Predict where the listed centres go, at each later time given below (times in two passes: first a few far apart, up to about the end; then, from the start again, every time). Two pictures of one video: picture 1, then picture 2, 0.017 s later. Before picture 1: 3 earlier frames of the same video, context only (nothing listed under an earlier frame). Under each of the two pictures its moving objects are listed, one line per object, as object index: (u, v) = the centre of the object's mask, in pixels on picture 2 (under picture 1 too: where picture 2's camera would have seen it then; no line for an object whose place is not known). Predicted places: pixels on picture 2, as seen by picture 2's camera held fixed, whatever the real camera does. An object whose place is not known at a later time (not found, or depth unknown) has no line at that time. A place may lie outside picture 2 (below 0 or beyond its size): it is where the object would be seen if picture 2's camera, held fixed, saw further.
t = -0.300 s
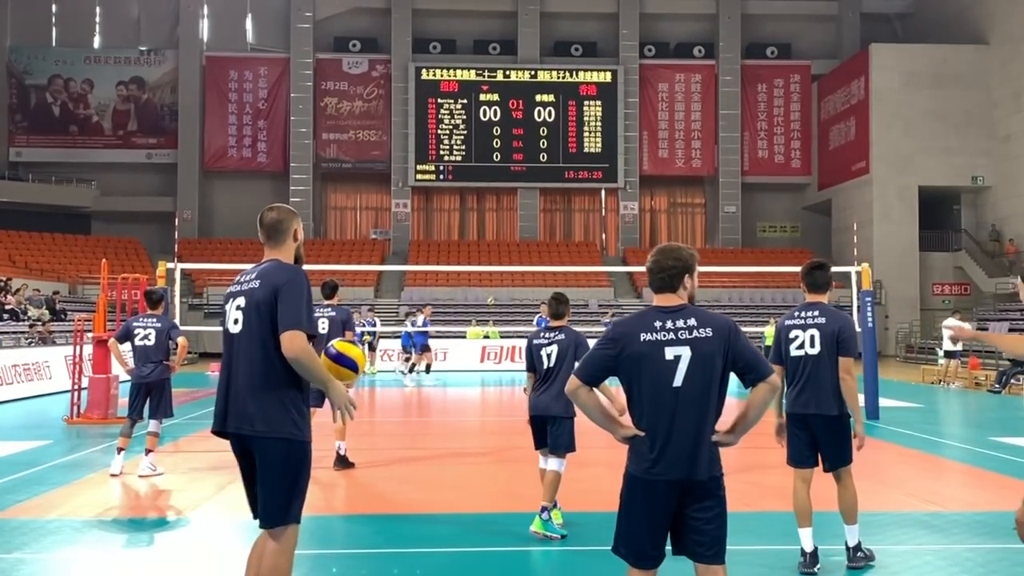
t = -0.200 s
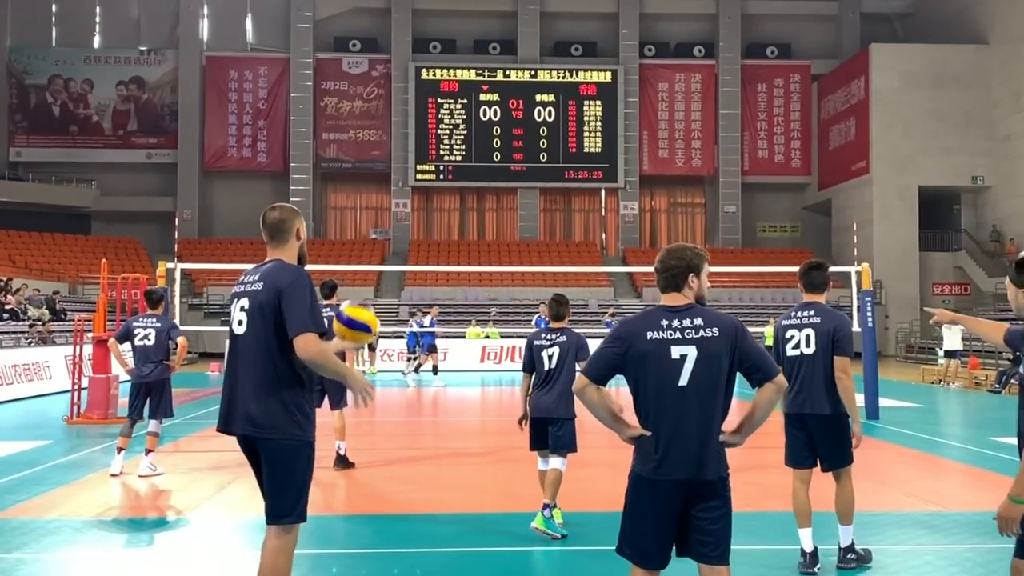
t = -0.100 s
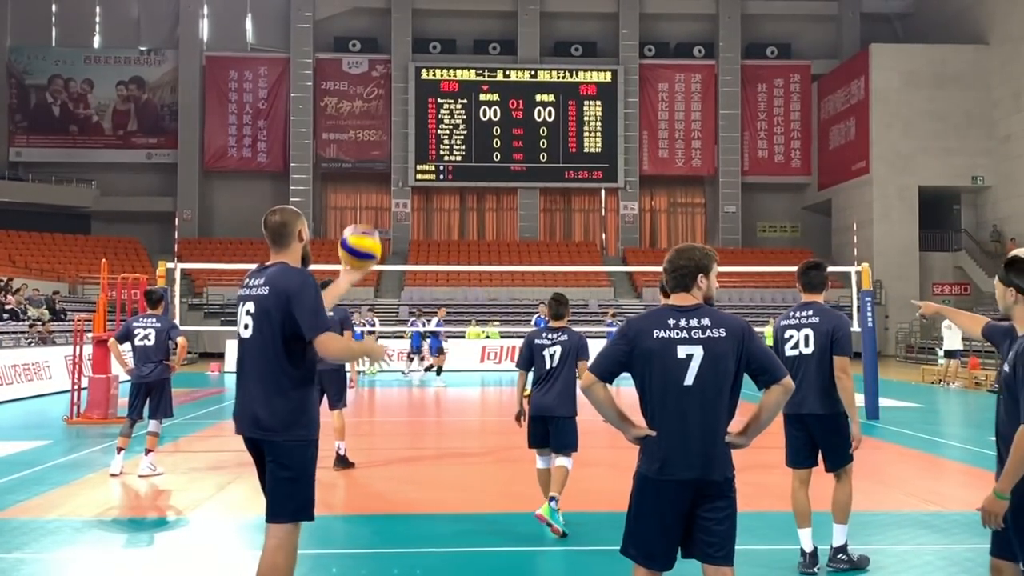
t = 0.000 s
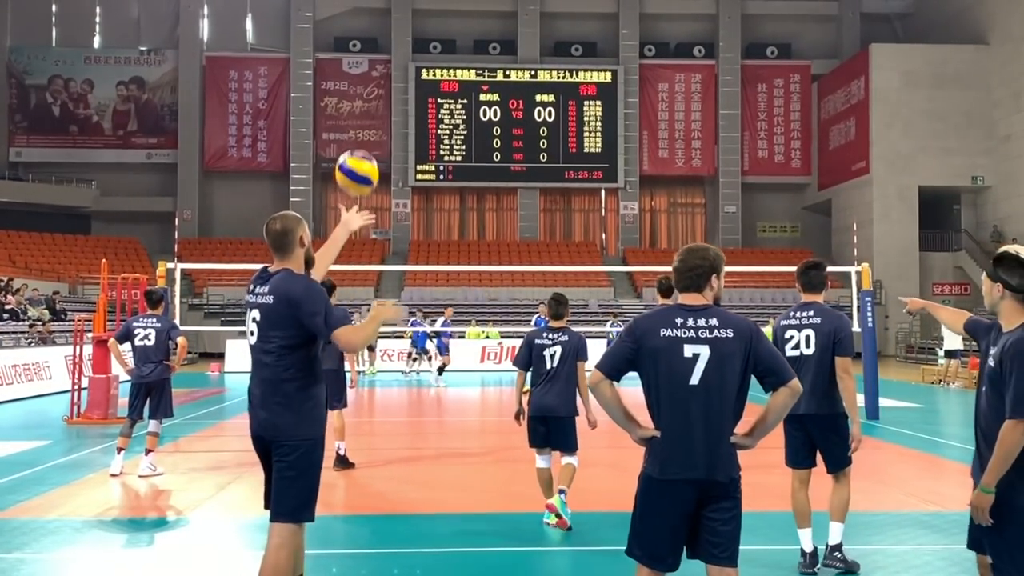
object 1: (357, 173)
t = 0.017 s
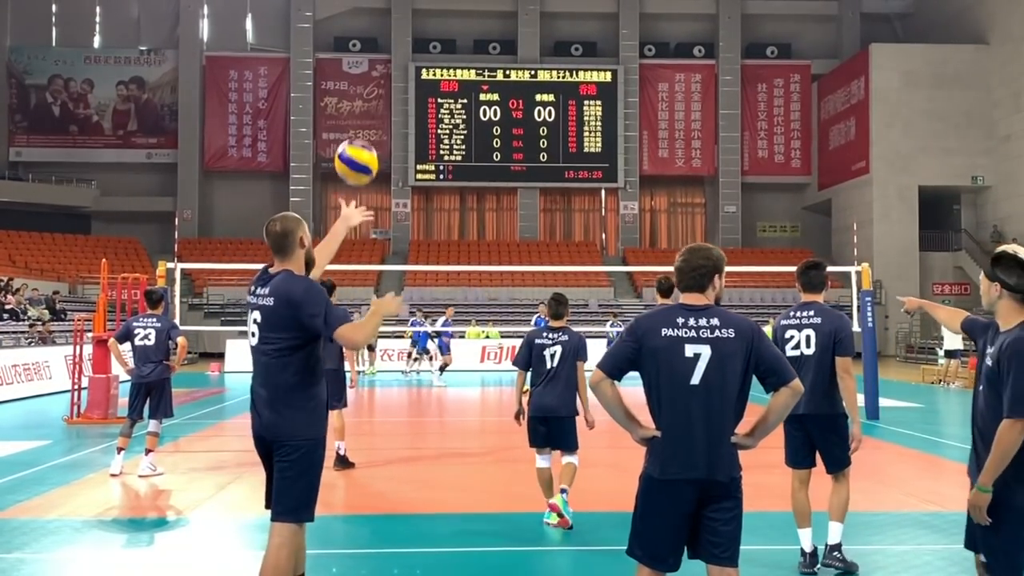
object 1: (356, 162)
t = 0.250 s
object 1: (347, 73)
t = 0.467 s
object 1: (338, 85)
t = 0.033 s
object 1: (355, 152)
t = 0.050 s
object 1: (355, 143)
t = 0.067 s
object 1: (354, 134)
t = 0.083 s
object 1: (354, 126)
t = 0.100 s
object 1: (353, 118)
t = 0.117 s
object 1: (352, 111)
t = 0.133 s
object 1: (352, 104)
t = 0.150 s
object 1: (351, 98)
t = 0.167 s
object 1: (350, 93)
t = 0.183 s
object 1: (350, 88)
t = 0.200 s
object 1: (349, 84)
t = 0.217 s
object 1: (348, 80)
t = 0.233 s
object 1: (348, 76)
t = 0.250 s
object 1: (347, 73)
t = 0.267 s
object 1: (346, 71)
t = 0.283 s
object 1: (346, 70)
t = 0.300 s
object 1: (345, 68)
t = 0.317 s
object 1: (344, 68)
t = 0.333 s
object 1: (344, 68)
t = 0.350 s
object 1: (343, 68)
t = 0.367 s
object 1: (343, 68)
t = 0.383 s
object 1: (342, 70)
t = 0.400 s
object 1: (341, 72)
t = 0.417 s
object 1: (340, 75)
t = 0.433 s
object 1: (339, 77)
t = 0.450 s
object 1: (339, 81)
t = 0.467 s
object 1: (338, 85)
